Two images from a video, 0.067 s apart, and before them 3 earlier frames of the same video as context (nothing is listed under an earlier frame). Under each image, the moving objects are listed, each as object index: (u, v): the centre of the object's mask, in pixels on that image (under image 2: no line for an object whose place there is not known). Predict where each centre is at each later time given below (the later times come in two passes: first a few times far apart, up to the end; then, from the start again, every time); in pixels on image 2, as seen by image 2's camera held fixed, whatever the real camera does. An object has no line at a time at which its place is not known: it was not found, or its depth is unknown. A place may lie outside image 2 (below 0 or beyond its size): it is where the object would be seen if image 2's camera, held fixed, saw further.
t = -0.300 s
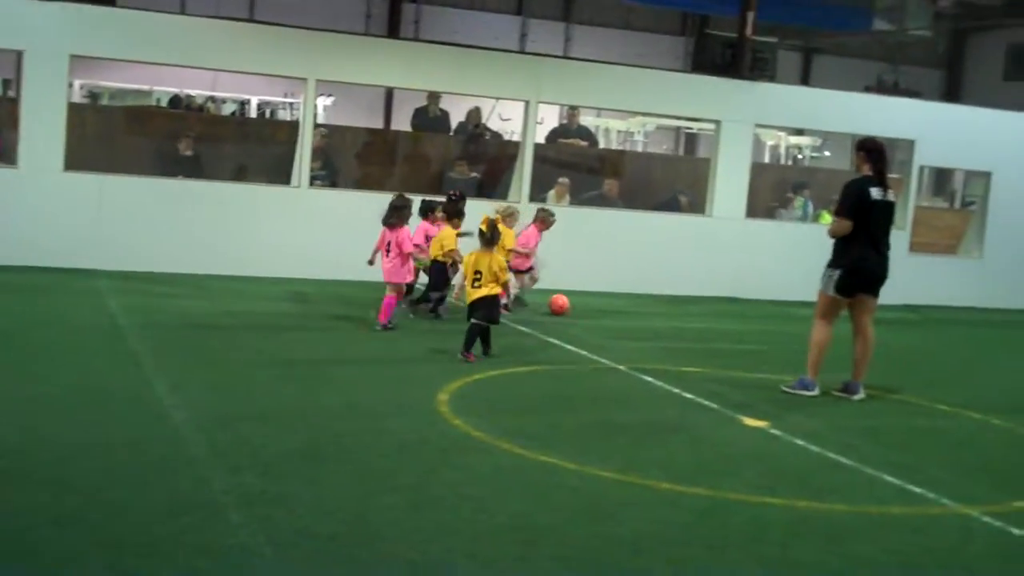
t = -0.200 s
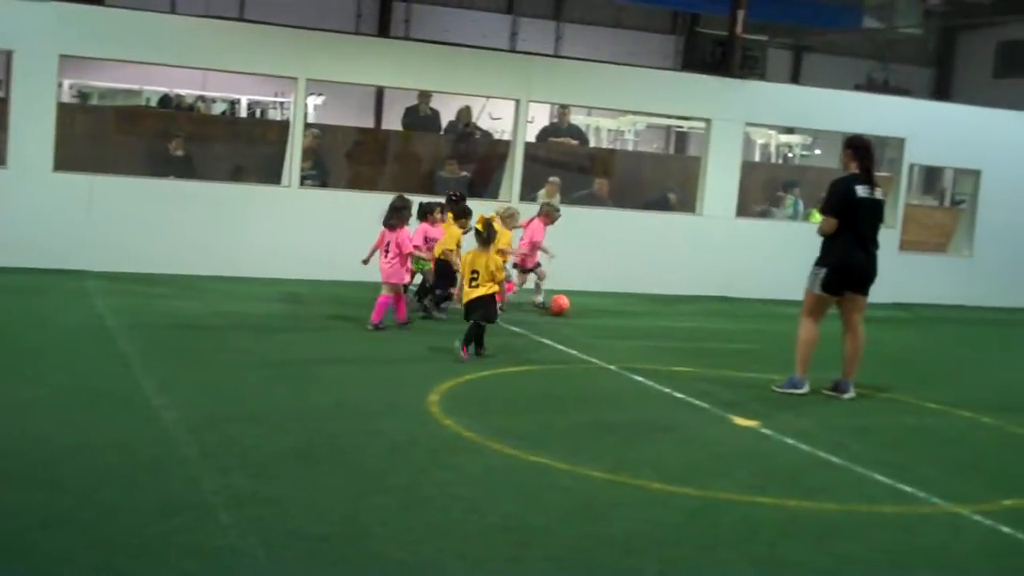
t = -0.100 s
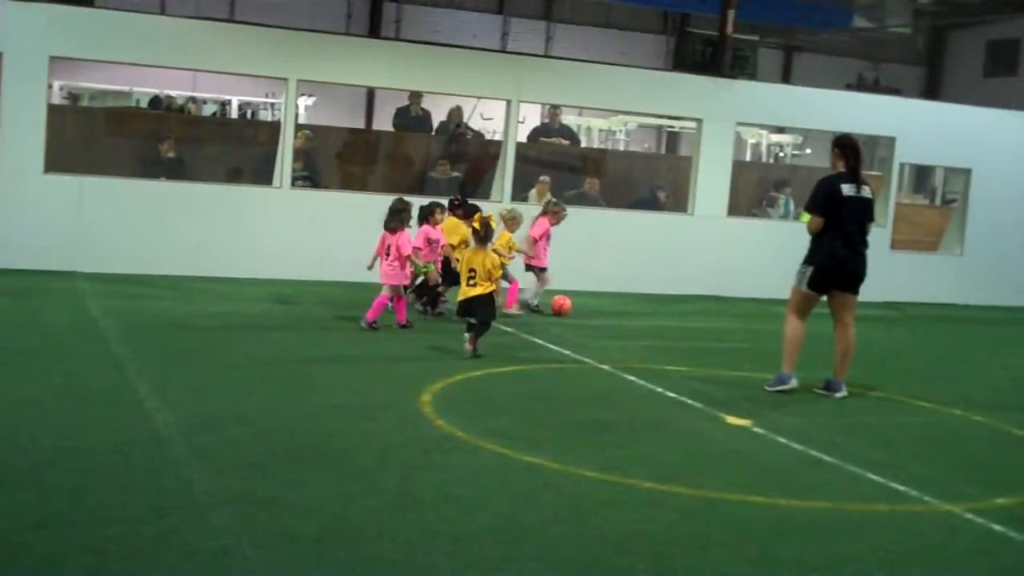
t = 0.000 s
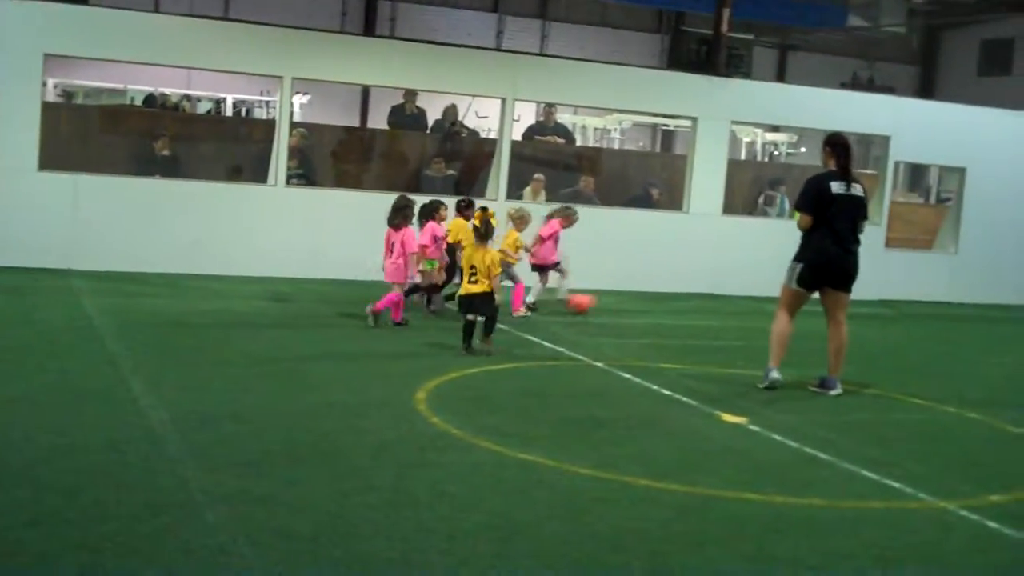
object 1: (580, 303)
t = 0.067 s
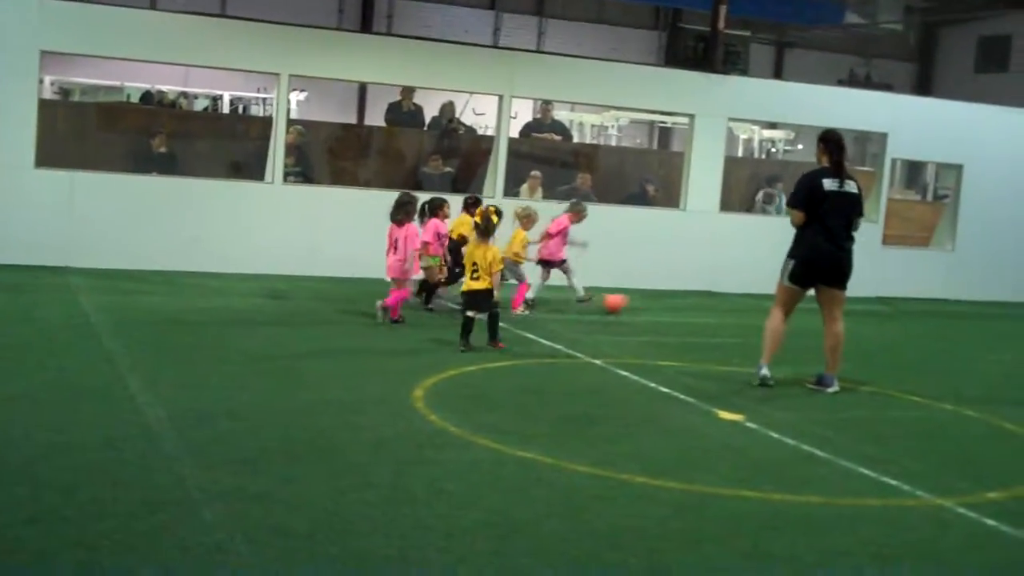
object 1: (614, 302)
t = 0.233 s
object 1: (689, 306)
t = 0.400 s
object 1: (751, 310)
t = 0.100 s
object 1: (631, 304)
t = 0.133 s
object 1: (647, 305)
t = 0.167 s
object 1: (661, 305)
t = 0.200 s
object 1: (677, 306)
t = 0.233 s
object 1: (689, 306)
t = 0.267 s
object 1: (704, 308)
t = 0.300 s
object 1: (716, 309)
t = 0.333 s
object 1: (728, 309)
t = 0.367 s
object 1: (740, 310)
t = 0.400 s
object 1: (751, 310)
